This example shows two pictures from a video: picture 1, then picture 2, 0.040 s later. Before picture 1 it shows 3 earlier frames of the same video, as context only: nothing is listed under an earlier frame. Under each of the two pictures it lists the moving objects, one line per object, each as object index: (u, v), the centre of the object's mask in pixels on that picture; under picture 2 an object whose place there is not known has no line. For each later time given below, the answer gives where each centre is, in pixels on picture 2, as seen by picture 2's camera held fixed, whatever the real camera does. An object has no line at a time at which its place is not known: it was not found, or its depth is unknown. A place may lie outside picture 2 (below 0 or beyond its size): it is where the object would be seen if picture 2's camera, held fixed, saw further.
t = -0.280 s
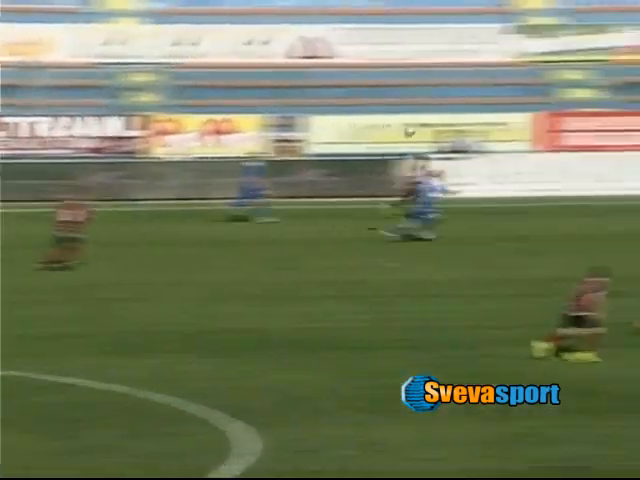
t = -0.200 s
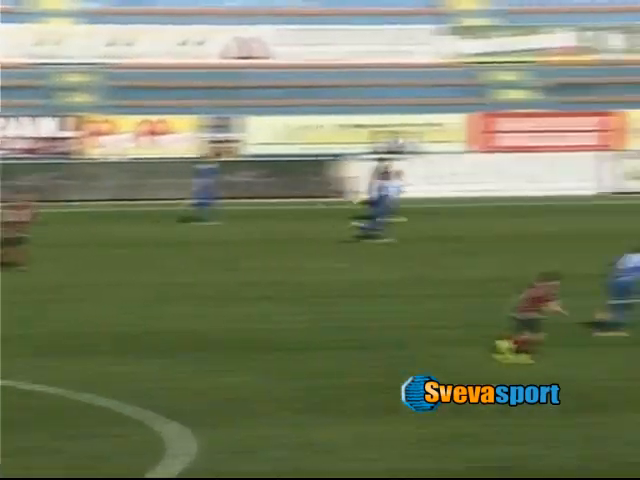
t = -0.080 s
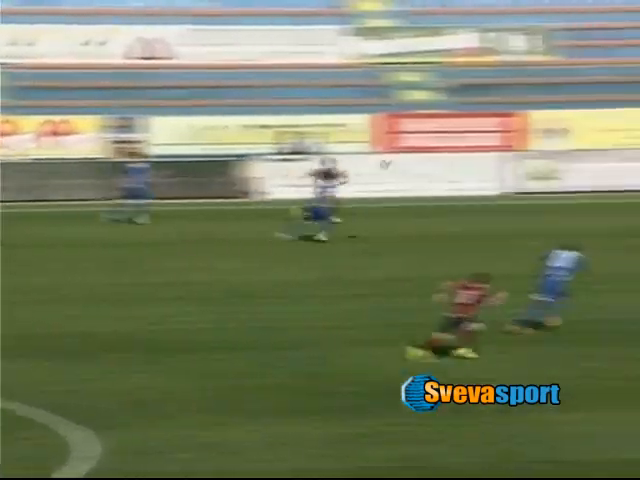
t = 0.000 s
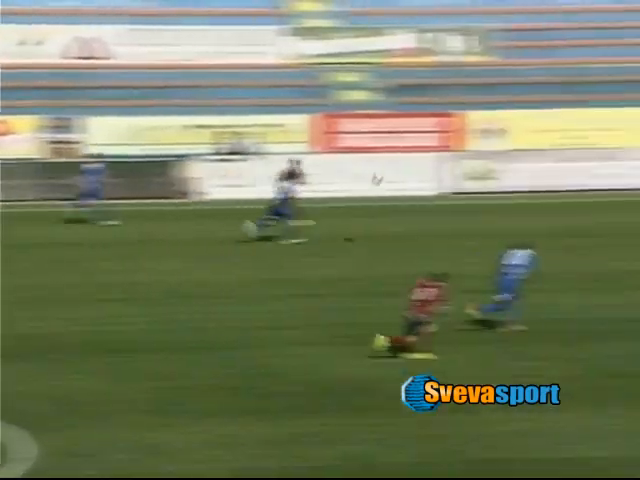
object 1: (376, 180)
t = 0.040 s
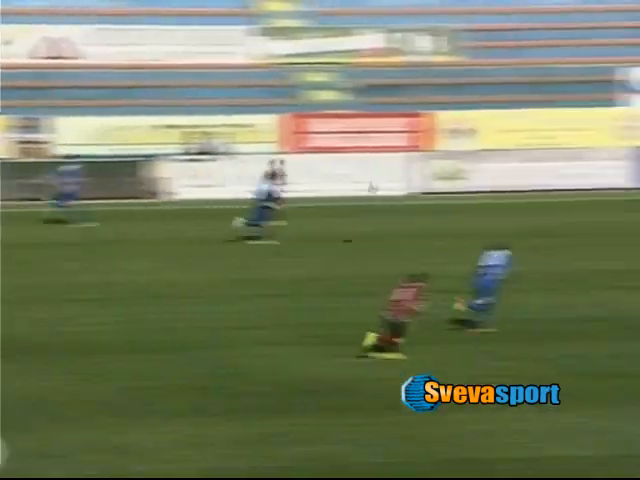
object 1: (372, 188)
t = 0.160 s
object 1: (451, 217)
